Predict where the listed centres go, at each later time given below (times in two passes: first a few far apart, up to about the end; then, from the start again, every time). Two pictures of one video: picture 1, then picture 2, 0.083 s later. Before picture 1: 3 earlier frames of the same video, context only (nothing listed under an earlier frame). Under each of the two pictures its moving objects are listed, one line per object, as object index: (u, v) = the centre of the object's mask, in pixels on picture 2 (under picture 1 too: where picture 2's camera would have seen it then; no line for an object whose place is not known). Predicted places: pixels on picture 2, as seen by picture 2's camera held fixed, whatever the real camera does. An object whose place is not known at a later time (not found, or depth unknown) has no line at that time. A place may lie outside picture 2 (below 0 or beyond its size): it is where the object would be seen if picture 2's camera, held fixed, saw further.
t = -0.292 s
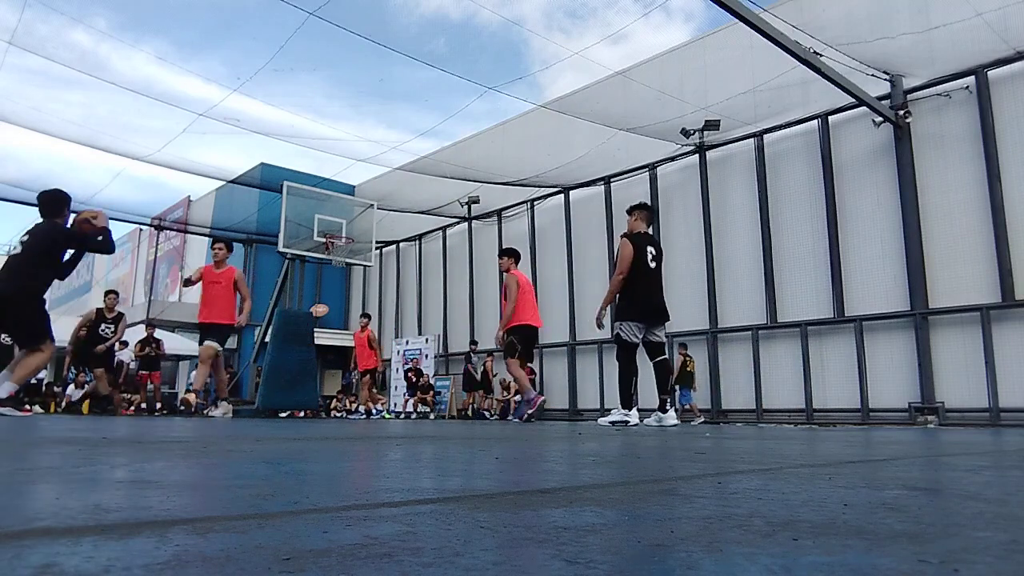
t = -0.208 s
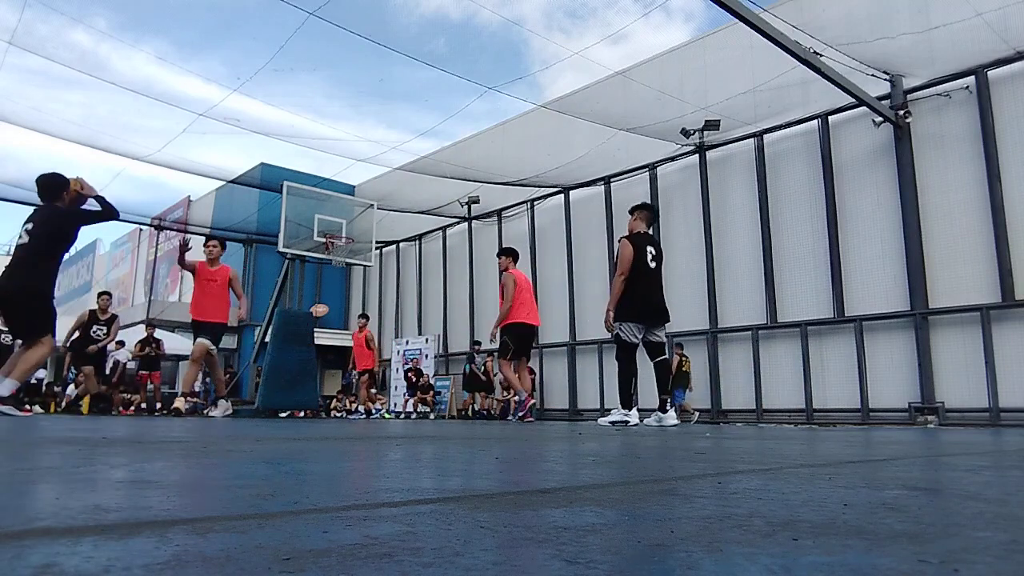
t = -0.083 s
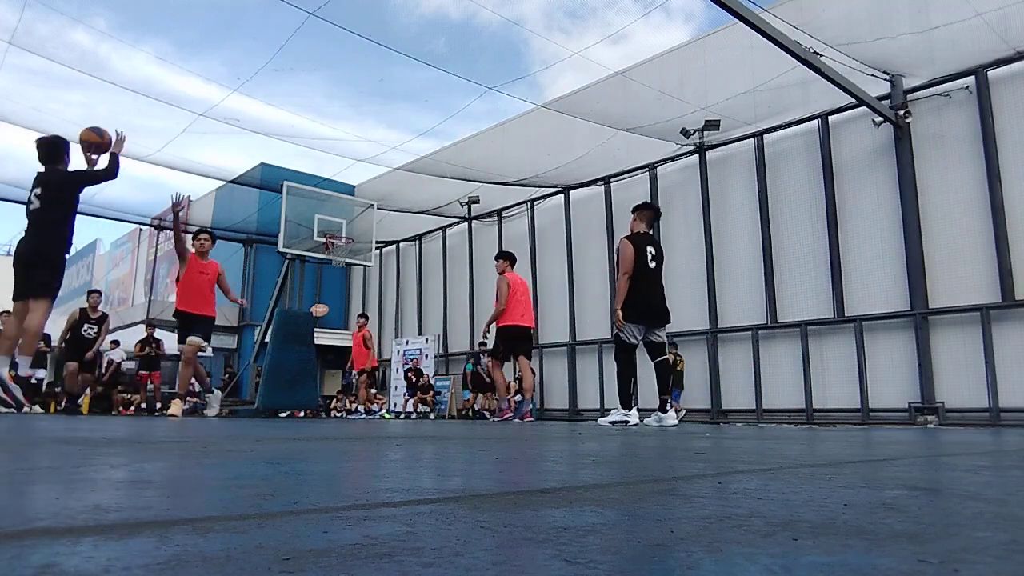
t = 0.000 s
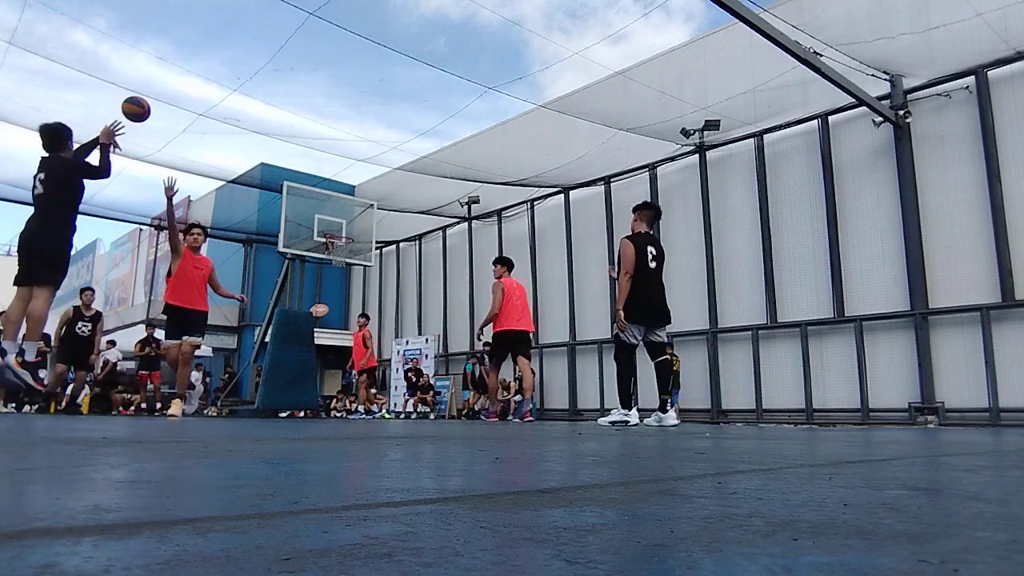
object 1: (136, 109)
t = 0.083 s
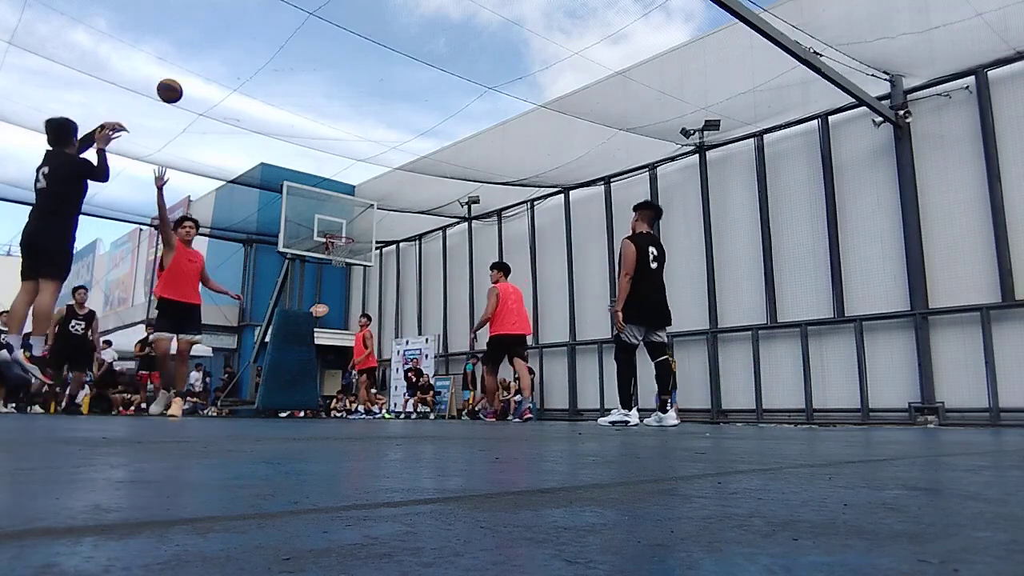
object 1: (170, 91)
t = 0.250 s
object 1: (221, 79)
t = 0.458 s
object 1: (265, 95)
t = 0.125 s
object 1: (184, 85)
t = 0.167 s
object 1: (197, 81)
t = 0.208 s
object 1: (209, 79)
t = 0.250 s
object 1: (221, 79)
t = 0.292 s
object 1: (231, 80)
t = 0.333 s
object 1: (240, 82)
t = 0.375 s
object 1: (249, 85)
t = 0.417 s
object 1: (258, 90)
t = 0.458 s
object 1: (265, 95)
